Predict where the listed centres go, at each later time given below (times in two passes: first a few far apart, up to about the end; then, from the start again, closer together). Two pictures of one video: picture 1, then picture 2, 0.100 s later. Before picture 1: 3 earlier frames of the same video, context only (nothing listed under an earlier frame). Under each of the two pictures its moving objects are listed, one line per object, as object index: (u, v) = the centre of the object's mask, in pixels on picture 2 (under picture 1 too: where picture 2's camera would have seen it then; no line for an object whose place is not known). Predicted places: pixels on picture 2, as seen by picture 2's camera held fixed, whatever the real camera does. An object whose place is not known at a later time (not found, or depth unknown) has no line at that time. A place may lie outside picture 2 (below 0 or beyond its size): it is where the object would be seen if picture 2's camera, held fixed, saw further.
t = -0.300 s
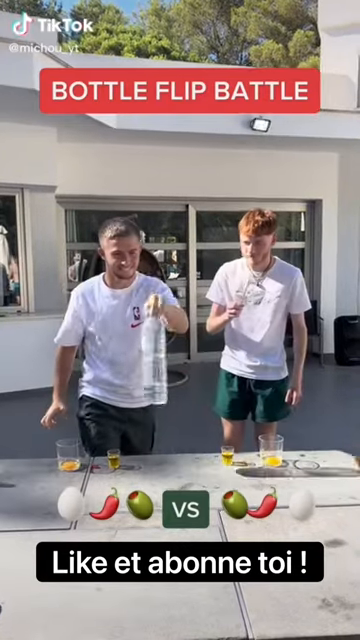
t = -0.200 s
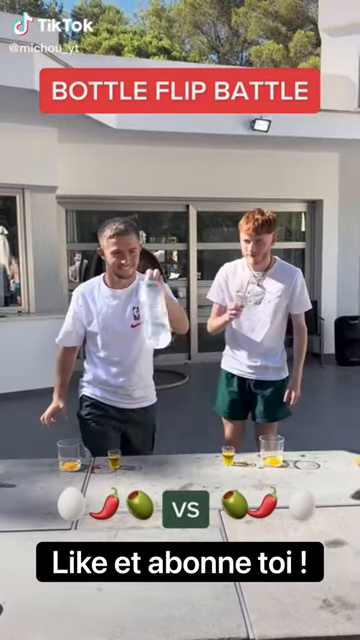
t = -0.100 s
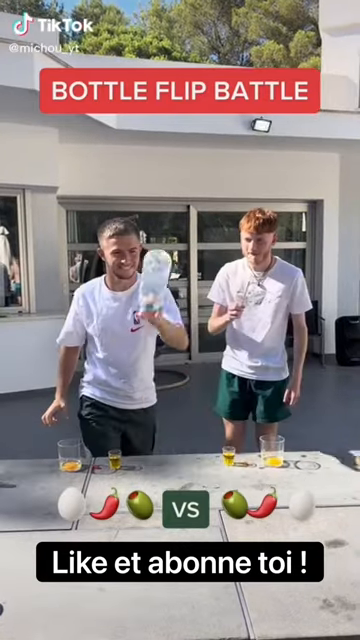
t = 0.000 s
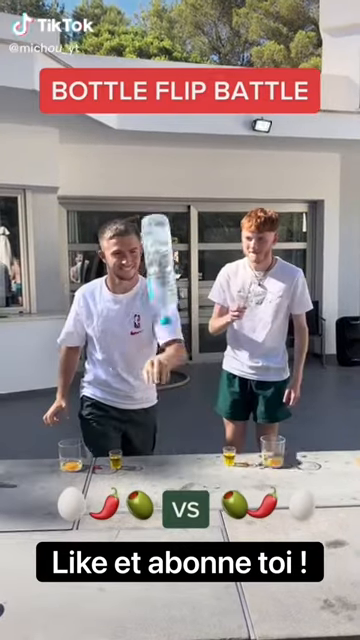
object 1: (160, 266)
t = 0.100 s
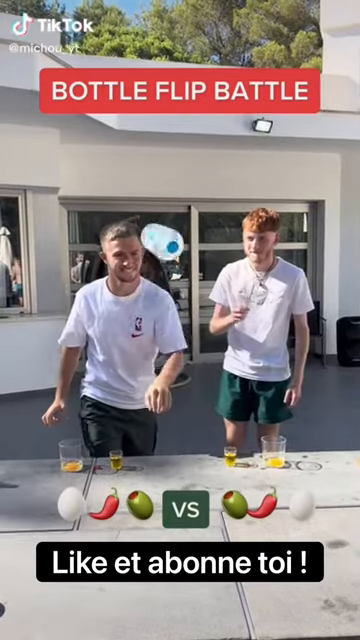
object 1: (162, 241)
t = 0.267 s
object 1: (158, 294)
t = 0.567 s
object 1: (169, 425)
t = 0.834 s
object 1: (171, 427)
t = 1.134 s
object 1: (172, 426)
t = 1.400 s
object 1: (174, 426)
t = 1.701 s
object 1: (174, 426)
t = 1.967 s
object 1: (173, 427)
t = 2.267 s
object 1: (173, 426)
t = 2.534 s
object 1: (173, 426)
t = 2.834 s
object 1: (173, 427)
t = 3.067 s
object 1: (173, 427)
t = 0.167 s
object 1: (159, 244)
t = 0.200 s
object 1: (159, 254)
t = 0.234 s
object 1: (159, 259)
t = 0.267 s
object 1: (158, 294)
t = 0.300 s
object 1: (158, 303)
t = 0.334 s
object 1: (157, 330)
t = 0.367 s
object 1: (155, 364)
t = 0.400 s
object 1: (156, 398)
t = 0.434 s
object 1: (155, 424)
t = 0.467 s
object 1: (159, 425)
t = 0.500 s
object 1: (167, 425)
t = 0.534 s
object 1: (168, 425)
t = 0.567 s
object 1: (169, 425)
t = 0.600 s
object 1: (170, 426)
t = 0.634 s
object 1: (173, 424)
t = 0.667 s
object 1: (174, 425)
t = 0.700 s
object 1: (174, 427)
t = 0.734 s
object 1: (172, 426)
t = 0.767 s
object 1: (172, 426)
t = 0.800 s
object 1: (172, 427)
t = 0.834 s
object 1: (171, 427)
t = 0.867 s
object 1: (171, 427)
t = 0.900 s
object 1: (172, 427)
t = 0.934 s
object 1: (172, 427)
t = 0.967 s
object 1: (172, 427)
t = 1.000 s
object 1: (171, 427)
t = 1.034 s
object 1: (172, 426)
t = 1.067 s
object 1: (172, 426)
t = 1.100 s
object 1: (172, 426)
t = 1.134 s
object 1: (172, 426)
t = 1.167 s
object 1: (173, 426)
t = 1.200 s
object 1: (173, 426)
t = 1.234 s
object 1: (173, 426)
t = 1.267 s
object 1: (174, 426)
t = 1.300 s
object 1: (173, 426)
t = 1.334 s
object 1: (174, 426)
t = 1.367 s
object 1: (174, 426)
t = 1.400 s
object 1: (174, 426)
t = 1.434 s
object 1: (174, 427)
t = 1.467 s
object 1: (174, 427)
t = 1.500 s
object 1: (174, 427)
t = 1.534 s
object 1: (174, 427)
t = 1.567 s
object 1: (174, 426)
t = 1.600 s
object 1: (174, 426)
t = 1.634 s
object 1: (174, 427)
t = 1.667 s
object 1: (174, 426)
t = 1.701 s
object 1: (174, 426)
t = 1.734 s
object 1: (174, 426)
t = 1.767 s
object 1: (173, 427)
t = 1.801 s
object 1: (173, 426)
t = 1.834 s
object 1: (173, 426)
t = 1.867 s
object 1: (173, 426)
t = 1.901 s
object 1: (173, 426)
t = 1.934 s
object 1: (173, 426)
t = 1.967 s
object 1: (173, 427)
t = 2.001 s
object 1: (173, 427)
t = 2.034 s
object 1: (173, 427)
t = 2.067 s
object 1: (173, 427)
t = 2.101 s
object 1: (173, 426)
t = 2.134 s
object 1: (173, 426)
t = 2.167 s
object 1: (173, 426)
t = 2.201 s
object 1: (173, 426)
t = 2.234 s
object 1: (173, 426)
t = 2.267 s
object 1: (173, 426)
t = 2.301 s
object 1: (173, 426)
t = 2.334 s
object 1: (173, 426)
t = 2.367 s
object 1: (173, 426)
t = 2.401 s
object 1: (173, 426)
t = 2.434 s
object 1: (174, 426)
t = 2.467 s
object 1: (173, 426)
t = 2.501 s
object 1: (173, 426)
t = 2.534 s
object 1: (173, 426)
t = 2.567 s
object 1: (173, 426)
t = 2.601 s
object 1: (173, 427)
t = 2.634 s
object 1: (173, 427)
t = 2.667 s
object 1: (173, 427)
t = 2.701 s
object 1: (173, 427)
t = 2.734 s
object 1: (173, 427)
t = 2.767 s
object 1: (173, 427)
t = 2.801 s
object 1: (173, 427)
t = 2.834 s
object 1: (173, 427)
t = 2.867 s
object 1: (173, 427)
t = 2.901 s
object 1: (173, 427)
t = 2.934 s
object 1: (173, 427)
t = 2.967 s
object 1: (173, 427)
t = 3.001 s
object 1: (173, 427)
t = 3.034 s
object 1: (173, 427)
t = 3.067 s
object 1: (173, 427)
